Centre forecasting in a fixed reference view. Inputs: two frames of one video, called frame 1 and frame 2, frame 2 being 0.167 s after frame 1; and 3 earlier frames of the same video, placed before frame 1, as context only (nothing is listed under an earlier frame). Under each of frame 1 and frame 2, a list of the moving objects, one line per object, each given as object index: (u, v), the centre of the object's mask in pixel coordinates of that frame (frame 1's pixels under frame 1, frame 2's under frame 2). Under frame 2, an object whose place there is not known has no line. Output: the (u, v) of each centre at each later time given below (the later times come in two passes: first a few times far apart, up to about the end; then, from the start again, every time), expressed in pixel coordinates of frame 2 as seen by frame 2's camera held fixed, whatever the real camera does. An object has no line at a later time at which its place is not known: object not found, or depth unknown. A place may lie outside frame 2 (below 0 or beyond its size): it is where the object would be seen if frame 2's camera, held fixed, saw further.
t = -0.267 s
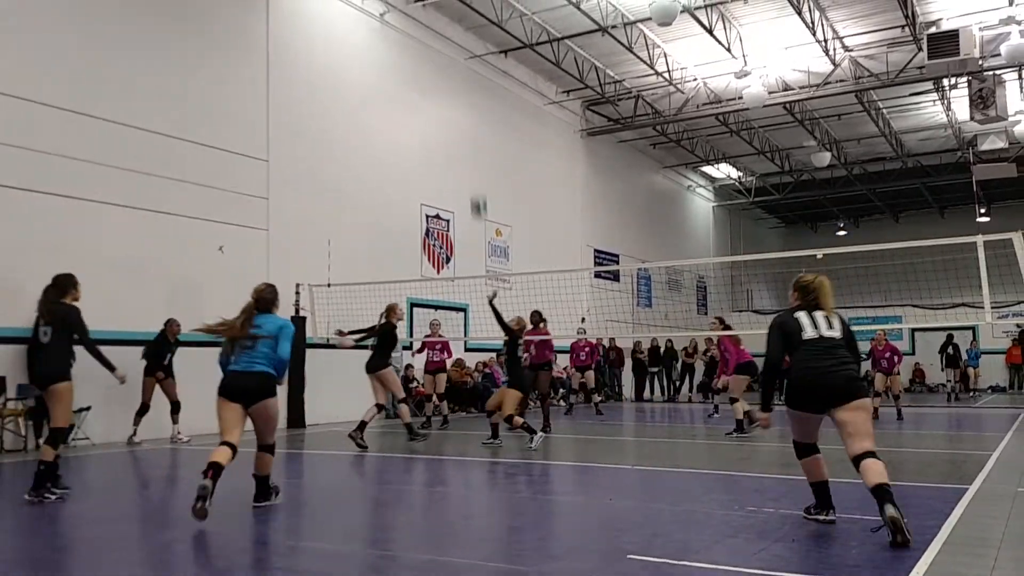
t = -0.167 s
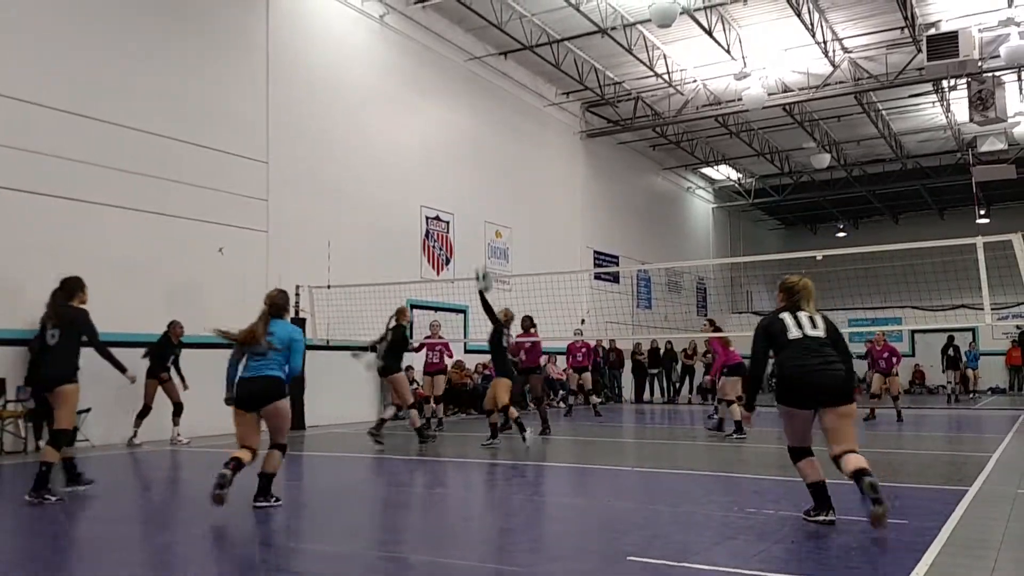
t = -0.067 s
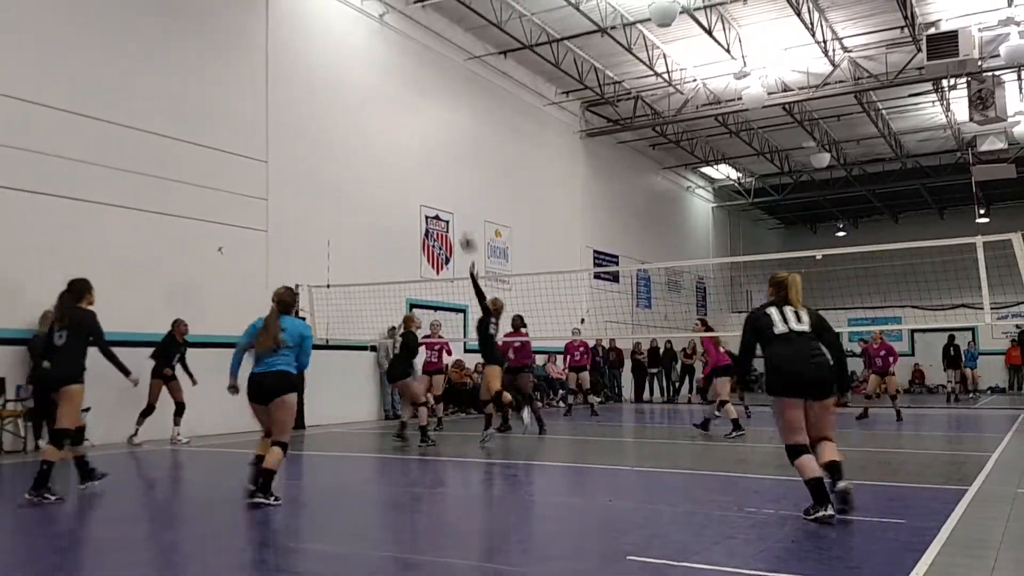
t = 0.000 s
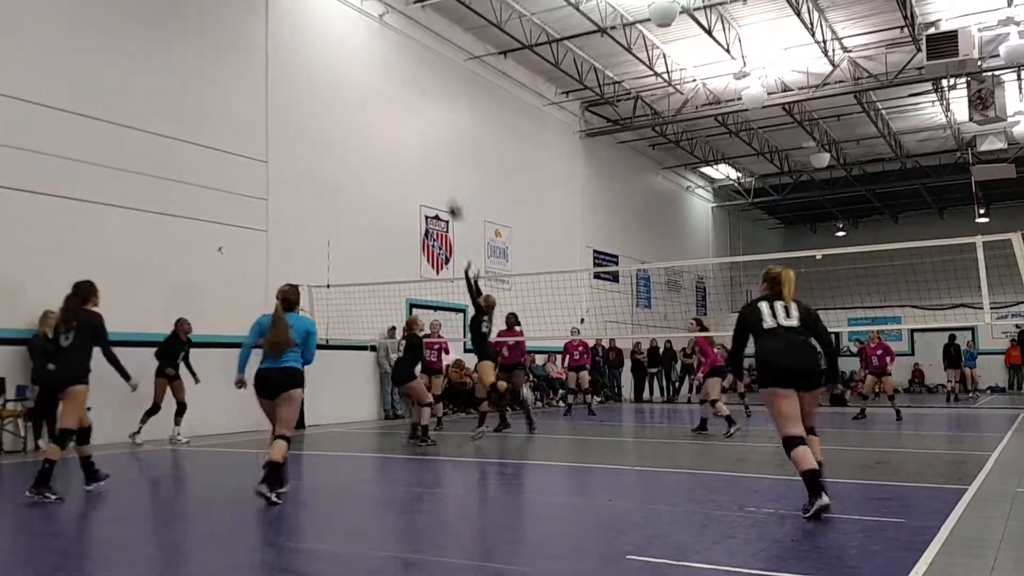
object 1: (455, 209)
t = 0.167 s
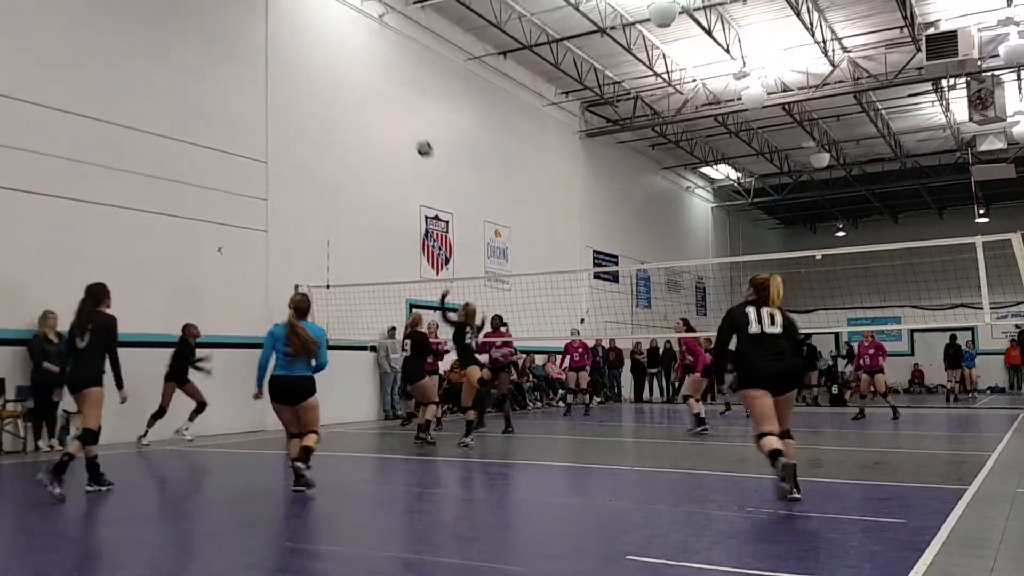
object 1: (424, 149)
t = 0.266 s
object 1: (406, 123)
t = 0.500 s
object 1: (369, 95)
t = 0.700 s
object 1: (340, 102)
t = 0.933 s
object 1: (308, 146)
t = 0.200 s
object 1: (418, 139)
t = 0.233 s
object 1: (412, 130)
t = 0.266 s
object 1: (406, 123)
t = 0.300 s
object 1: (401, 117)
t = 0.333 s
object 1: (395, 111)
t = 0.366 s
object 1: (390, 106)
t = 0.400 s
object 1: (384, 101)
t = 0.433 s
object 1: (379, 99)
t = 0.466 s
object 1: (374, 96)
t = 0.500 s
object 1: (369, 95)
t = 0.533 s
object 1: (364, 94)
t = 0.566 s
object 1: (359, 94)
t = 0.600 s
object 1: (354, 95)
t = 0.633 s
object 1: (349, 97)
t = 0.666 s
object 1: (344, 99)
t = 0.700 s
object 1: (340, 102)
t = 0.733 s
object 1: (335, 106)
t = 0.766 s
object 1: (330, 111)
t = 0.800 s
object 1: (325, 116)
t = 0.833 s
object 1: (321, 122)
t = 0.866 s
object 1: (316, 129)
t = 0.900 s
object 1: (312, 137)
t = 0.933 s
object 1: (308, 146)
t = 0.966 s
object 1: (304, 154)
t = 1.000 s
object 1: (299, 164)
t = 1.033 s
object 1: (295, 174)
